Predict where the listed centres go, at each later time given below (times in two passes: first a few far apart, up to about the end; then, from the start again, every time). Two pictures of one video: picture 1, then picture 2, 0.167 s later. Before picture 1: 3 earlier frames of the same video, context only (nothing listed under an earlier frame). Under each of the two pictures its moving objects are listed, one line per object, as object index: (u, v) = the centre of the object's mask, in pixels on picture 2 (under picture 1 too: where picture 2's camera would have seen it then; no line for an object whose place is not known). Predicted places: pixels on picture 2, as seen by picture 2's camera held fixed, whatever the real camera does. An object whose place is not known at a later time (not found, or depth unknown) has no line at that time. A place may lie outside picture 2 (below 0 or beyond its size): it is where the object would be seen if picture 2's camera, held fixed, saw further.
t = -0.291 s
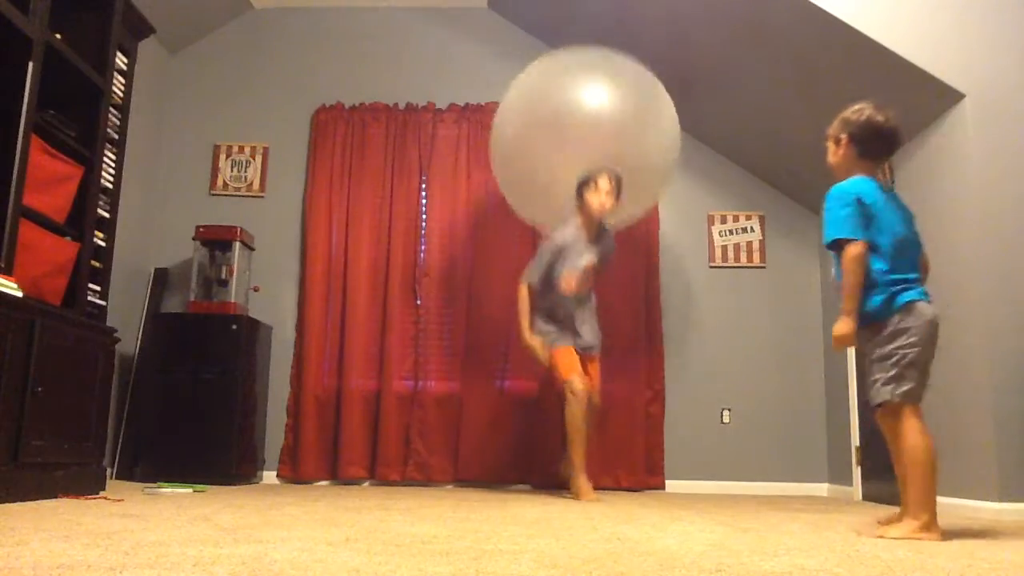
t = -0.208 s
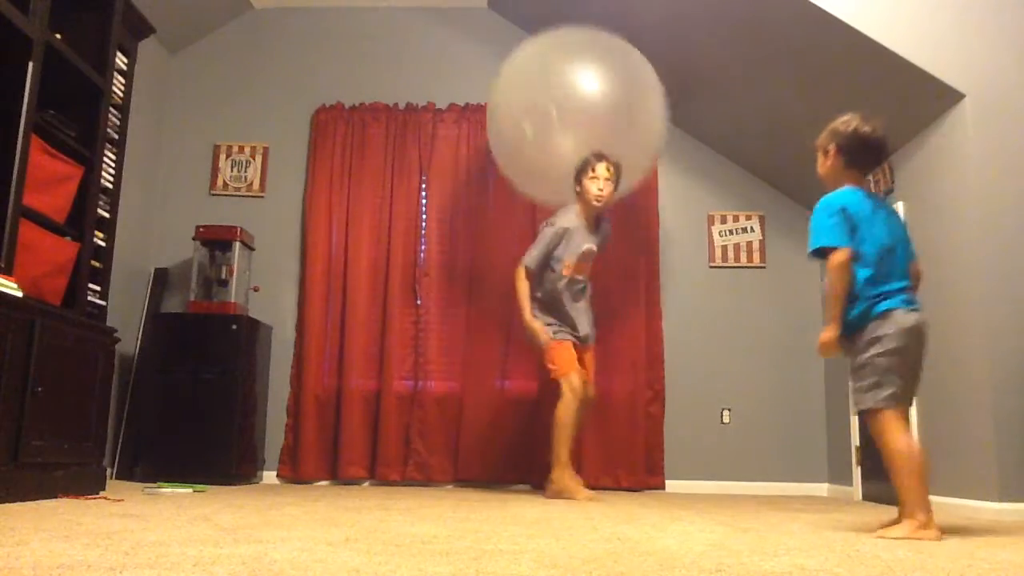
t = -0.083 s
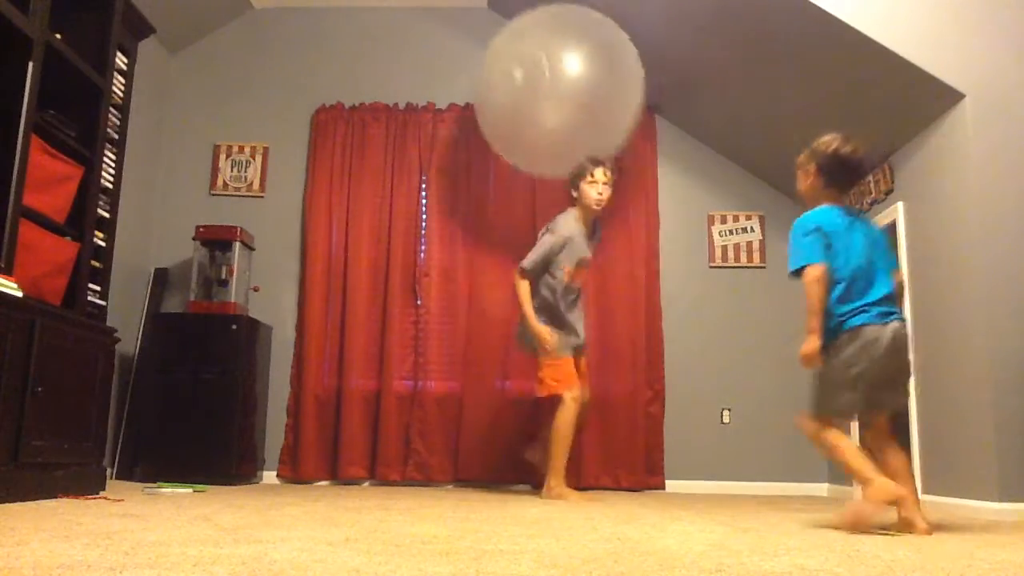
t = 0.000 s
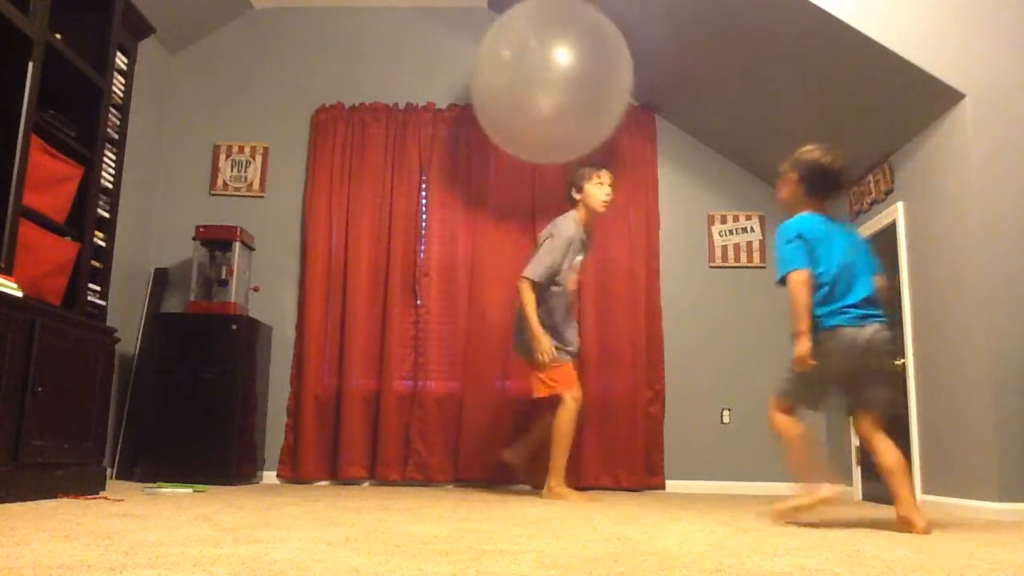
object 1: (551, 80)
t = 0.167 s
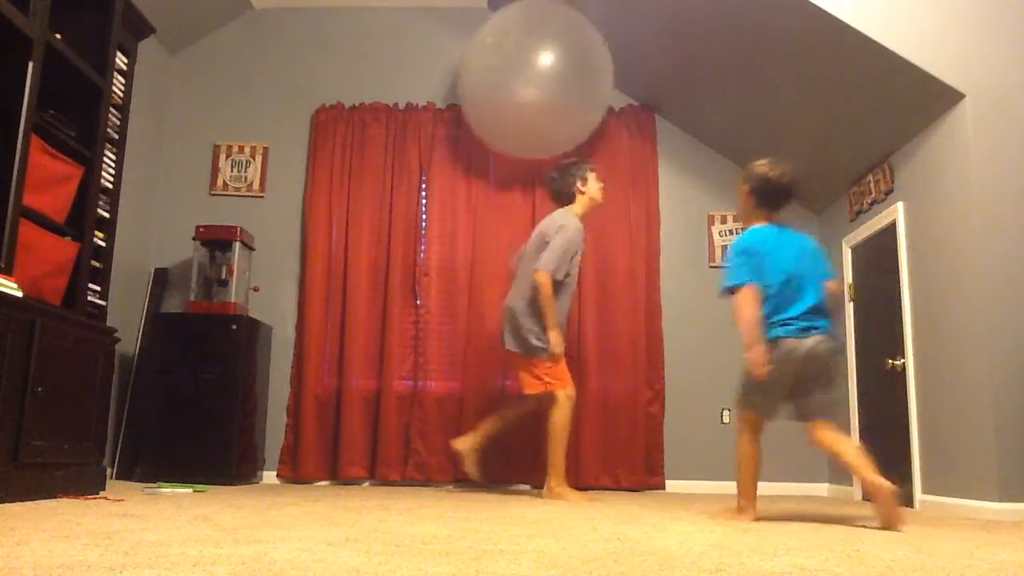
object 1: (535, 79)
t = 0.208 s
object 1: (532, 84)
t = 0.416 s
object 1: (504, 98)
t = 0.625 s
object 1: (475, 132)
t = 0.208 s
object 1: (532, 84)
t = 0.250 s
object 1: (527, 89)
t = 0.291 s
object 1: (523, 91)
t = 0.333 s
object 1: (517, 93)
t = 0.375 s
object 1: (511, 96)
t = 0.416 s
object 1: (504, 98)
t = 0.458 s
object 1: (499, 101)
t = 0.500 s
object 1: (493, 108)
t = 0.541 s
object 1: (486, 116)
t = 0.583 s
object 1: (481, 123)
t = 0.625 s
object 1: (475, 132)
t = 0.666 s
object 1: (467, 144)
